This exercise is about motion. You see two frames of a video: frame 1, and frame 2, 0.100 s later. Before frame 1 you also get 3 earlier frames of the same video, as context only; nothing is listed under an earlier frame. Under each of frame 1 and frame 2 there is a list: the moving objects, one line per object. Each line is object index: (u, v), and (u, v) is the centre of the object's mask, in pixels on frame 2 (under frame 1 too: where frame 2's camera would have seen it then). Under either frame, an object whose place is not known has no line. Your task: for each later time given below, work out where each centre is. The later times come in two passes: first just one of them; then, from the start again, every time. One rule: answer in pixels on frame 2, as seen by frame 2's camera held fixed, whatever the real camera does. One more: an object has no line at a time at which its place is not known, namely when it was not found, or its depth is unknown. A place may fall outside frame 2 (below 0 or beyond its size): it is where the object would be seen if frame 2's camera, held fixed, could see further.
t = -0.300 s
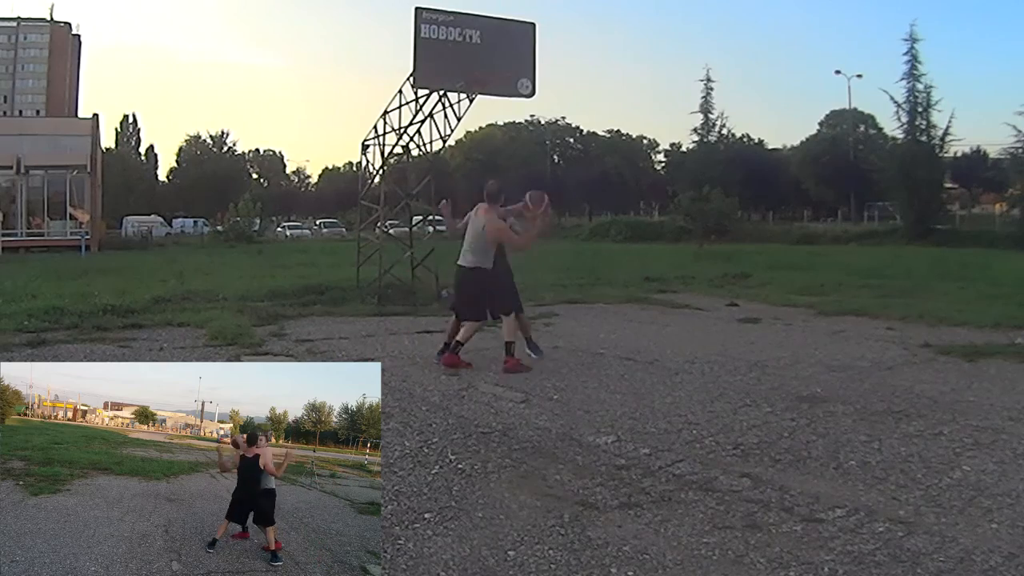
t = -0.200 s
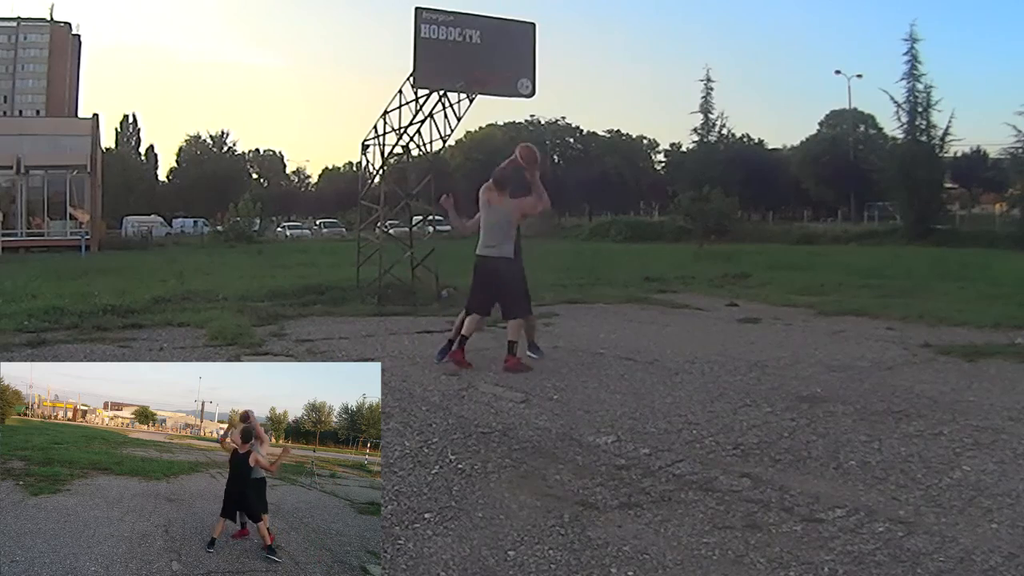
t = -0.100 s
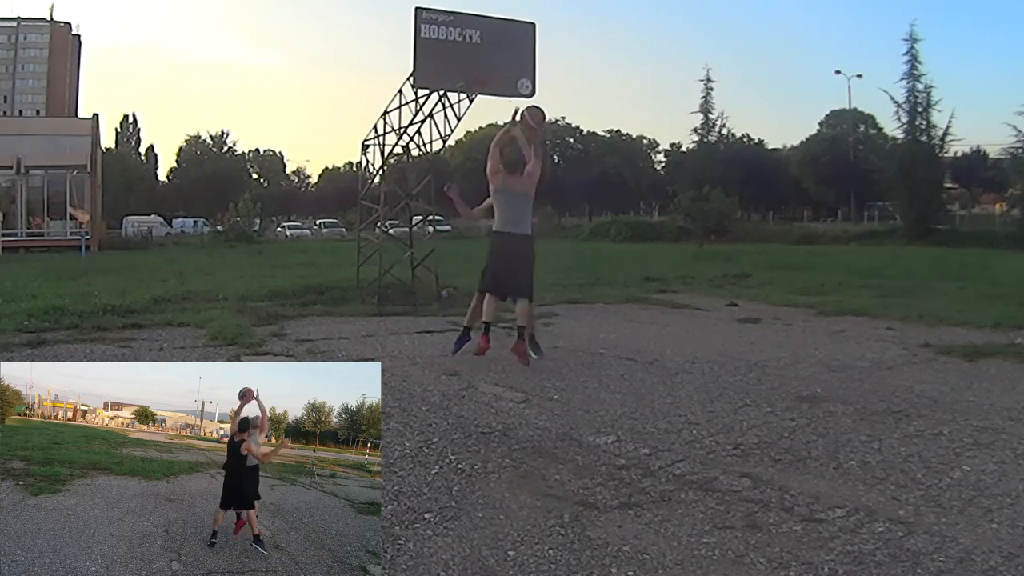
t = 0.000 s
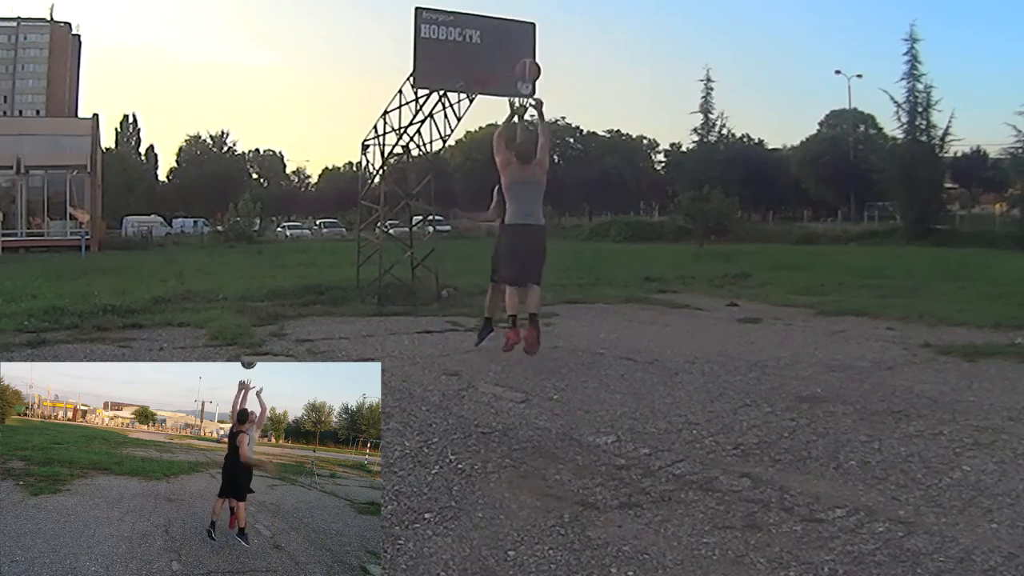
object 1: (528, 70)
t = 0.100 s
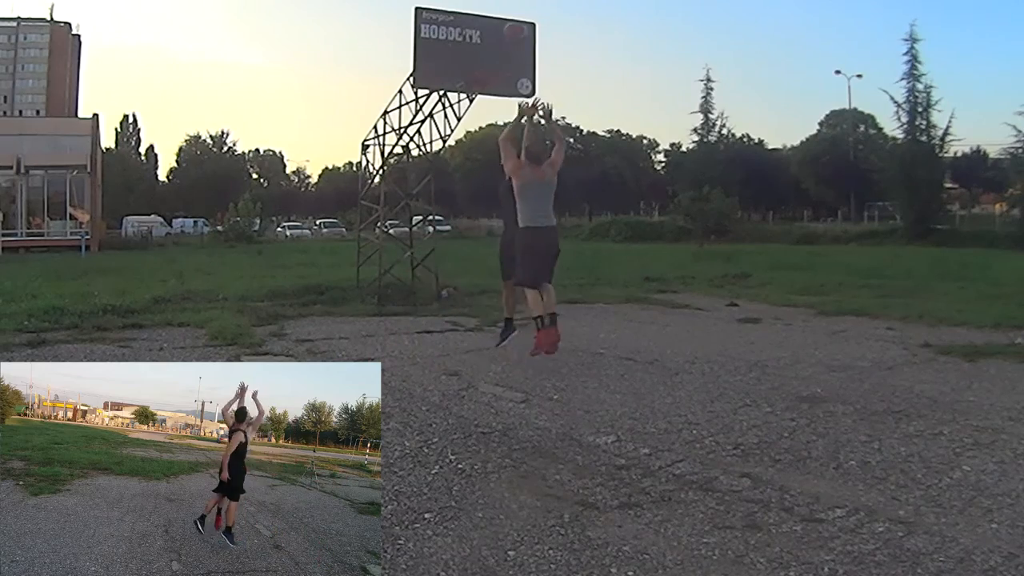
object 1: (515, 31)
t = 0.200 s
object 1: (504, 9)
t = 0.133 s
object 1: (511, 23)
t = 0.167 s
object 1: (508, 12)
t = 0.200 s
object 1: (504, 9)
